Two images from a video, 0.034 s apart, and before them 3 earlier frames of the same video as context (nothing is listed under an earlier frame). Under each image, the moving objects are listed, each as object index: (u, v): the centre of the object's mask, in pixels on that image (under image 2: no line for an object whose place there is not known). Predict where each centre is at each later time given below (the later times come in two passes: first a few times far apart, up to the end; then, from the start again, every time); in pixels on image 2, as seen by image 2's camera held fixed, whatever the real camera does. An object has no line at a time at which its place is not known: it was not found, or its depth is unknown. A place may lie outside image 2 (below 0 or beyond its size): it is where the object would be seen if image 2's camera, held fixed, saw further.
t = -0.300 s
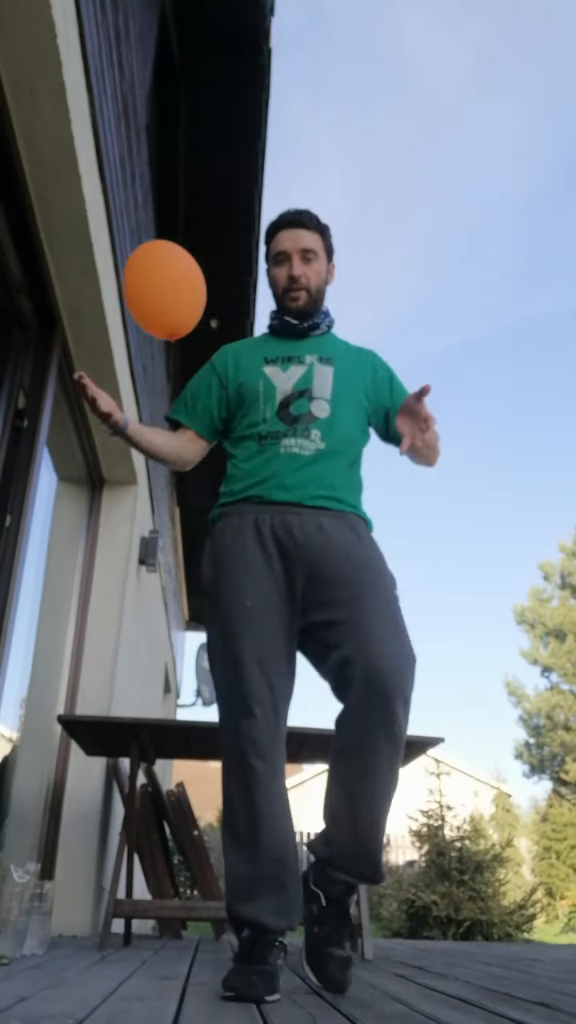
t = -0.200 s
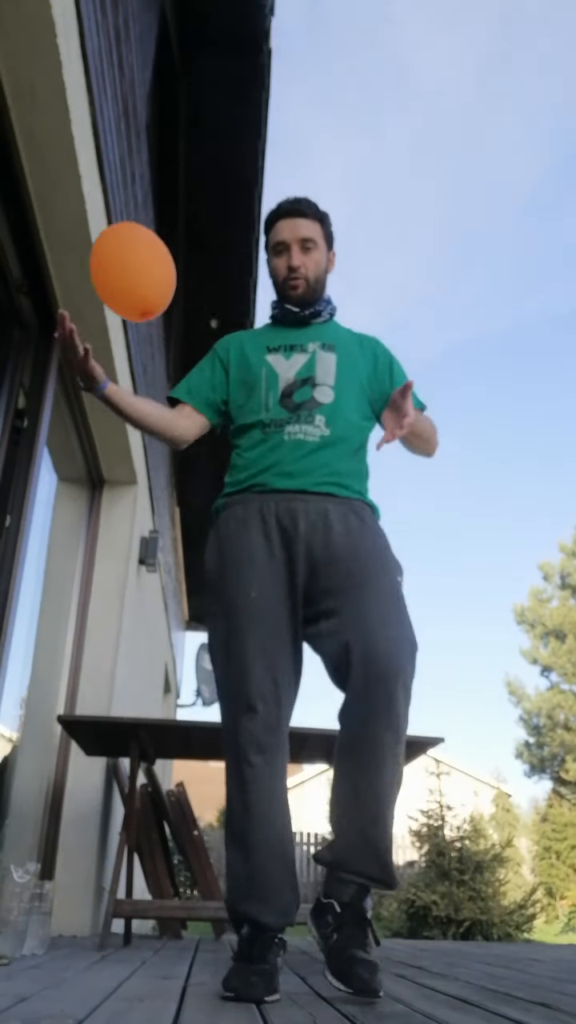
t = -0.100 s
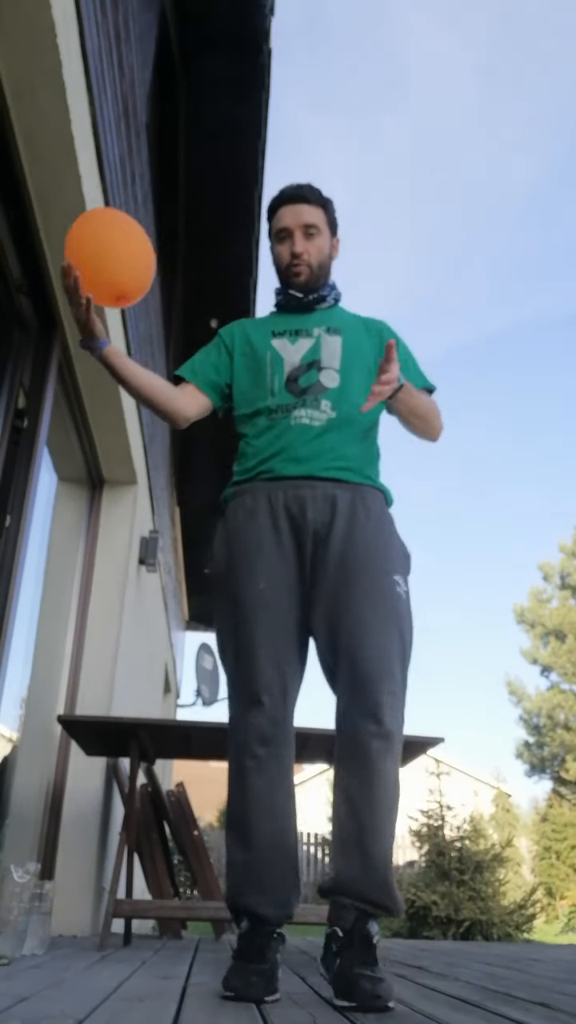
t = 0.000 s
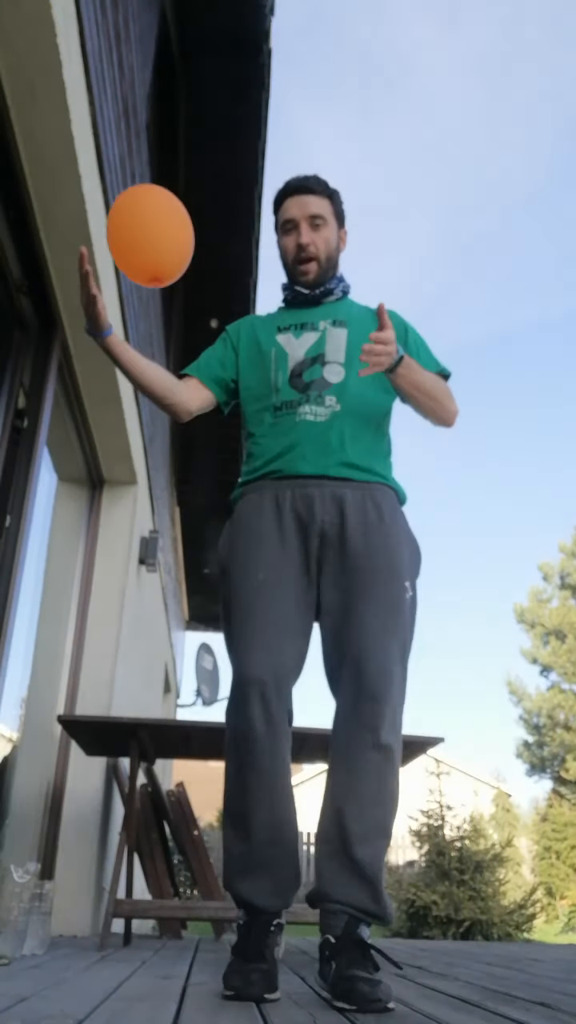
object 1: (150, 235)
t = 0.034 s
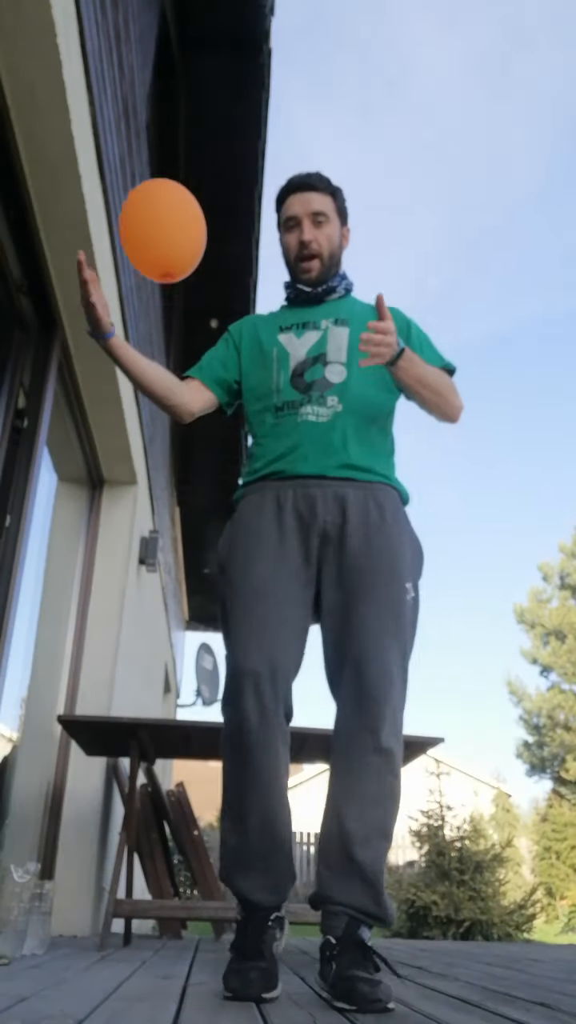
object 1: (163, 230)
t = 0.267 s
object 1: (238, 207)
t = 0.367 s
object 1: (266, 205)
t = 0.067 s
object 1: (175, 225)
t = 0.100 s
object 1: (187, 221)
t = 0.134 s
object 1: (198, 218)
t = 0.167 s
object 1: (209, 214)
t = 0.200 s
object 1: (219, 212)
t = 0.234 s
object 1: (229, 209)
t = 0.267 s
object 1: (238, 207)
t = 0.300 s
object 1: (248, 206)
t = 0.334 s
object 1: (257, 205)
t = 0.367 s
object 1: (266, 205)
